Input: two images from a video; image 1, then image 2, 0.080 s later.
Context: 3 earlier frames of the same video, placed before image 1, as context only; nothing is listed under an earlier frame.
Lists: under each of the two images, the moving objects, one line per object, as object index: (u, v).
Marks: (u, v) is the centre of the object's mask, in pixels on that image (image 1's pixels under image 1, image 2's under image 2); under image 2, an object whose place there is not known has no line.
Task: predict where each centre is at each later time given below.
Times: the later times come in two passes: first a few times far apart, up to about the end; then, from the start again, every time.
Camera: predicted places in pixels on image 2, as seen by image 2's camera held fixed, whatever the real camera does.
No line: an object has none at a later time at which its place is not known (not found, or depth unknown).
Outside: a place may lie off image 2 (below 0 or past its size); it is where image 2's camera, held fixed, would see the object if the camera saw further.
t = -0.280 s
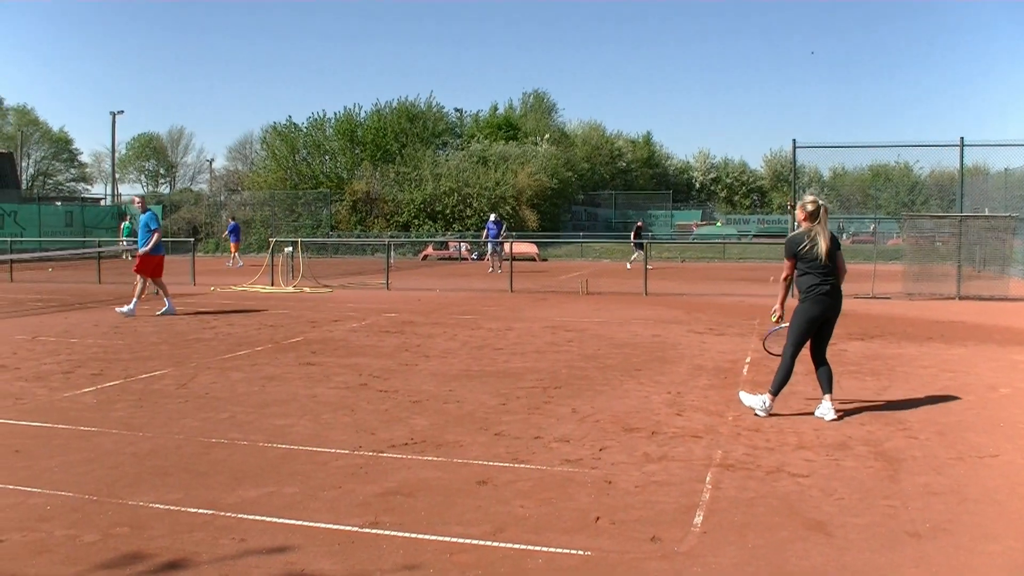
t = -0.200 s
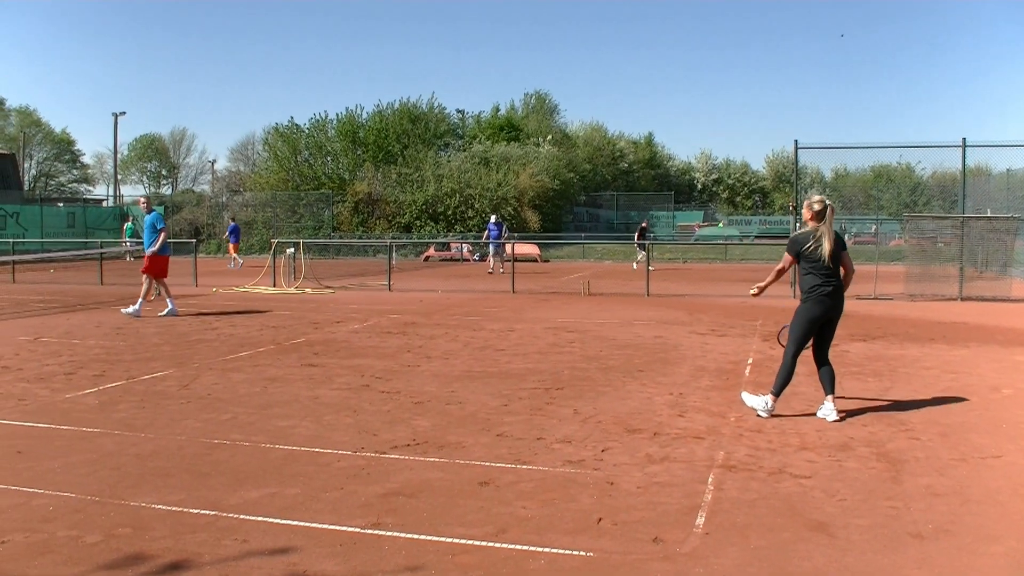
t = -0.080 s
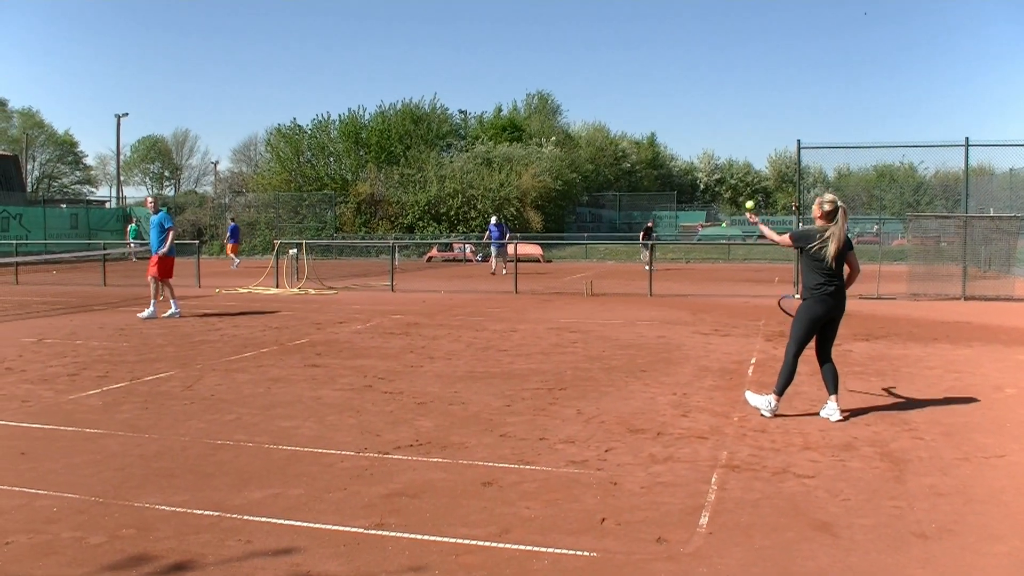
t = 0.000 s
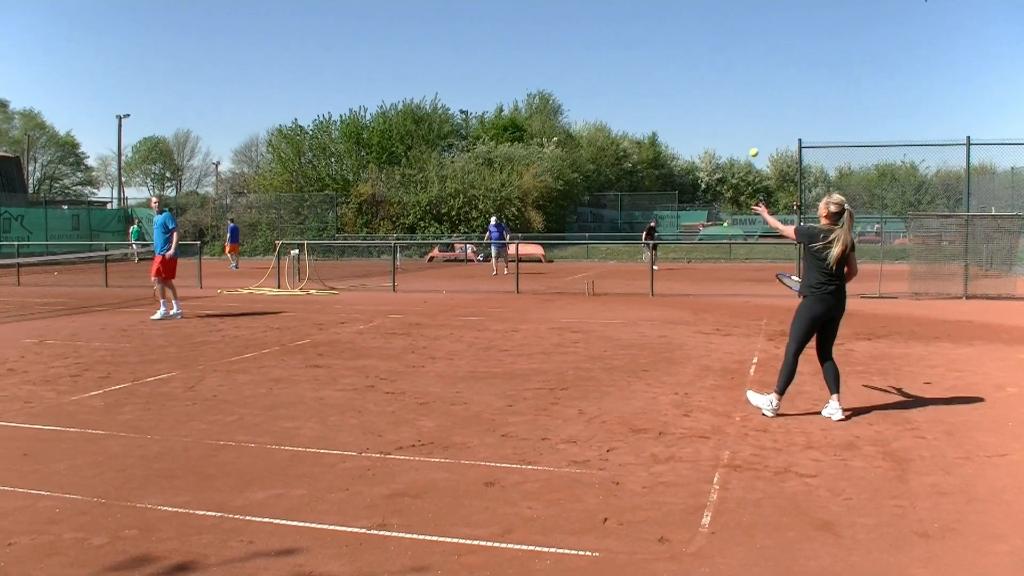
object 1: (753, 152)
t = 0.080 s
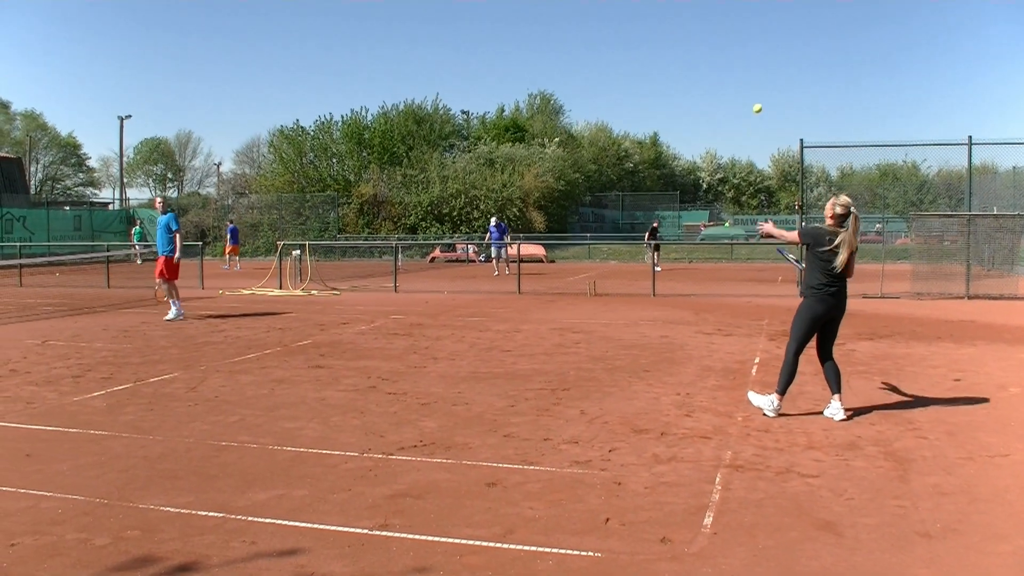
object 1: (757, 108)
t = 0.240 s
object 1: (762, 45)
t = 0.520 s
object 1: (775, 10)
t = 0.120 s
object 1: (758, 89)
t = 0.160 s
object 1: (760, 72)
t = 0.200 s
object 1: (761, 58)
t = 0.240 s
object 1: (762, 45)
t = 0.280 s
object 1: (763, 34)
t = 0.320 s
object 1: (765, 25)
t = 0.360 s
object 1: (767, 18)
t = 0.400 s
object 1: (768, 13)
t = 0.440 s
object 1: (771, 10)
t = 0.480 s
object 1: (773, 9)
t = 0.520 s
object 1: (775, 10)
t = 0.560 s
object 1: (777, 13)
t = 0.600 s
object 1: (779, 19)
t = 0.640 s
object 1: (782, 26)
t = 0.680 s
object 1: (784, 36)
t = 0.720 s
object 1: (786, 47)
